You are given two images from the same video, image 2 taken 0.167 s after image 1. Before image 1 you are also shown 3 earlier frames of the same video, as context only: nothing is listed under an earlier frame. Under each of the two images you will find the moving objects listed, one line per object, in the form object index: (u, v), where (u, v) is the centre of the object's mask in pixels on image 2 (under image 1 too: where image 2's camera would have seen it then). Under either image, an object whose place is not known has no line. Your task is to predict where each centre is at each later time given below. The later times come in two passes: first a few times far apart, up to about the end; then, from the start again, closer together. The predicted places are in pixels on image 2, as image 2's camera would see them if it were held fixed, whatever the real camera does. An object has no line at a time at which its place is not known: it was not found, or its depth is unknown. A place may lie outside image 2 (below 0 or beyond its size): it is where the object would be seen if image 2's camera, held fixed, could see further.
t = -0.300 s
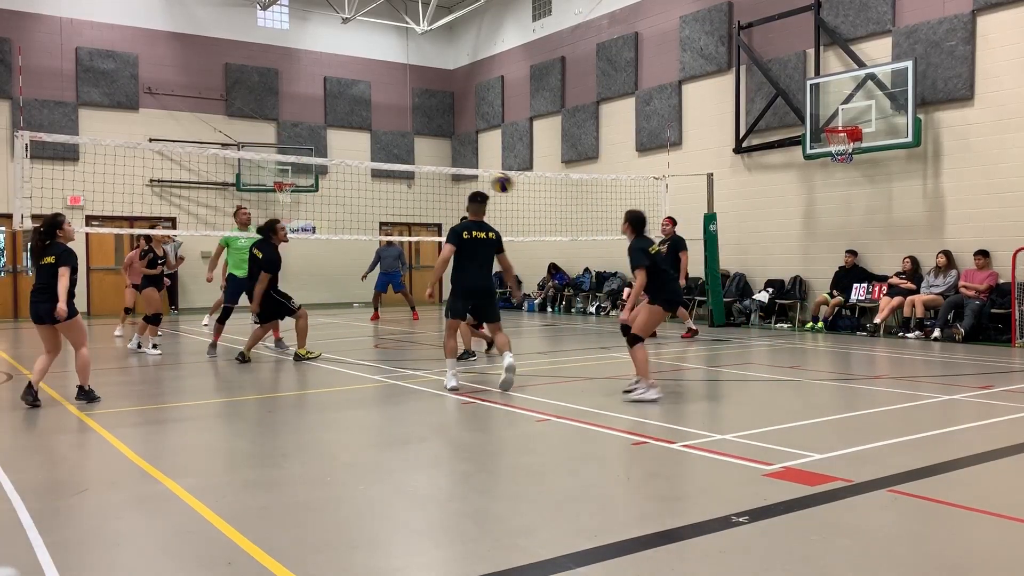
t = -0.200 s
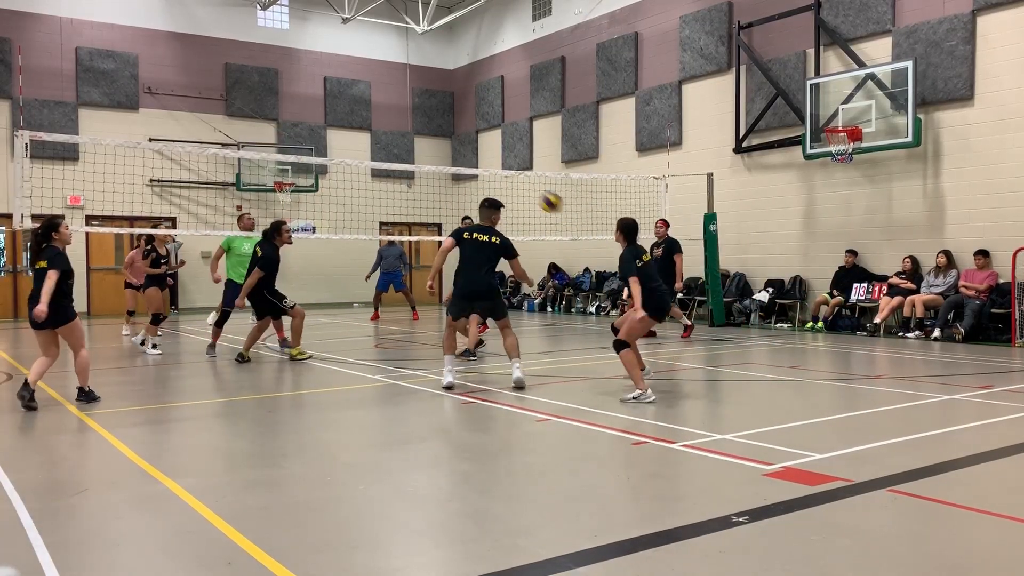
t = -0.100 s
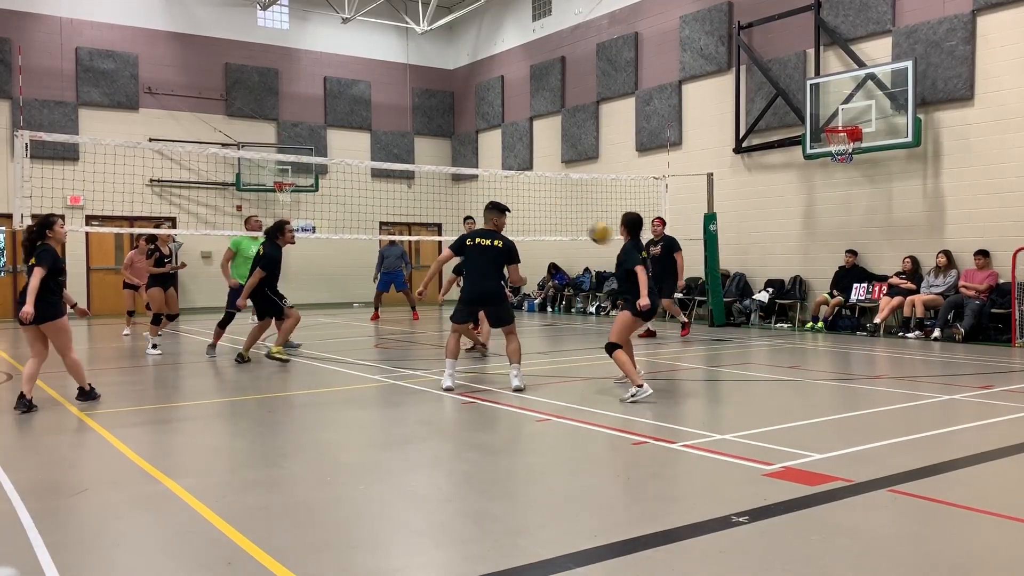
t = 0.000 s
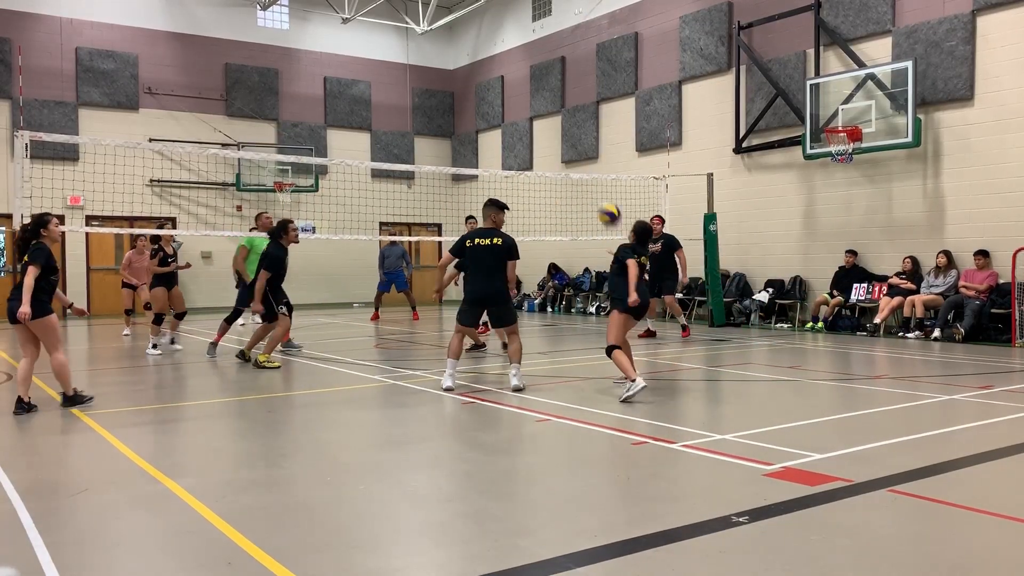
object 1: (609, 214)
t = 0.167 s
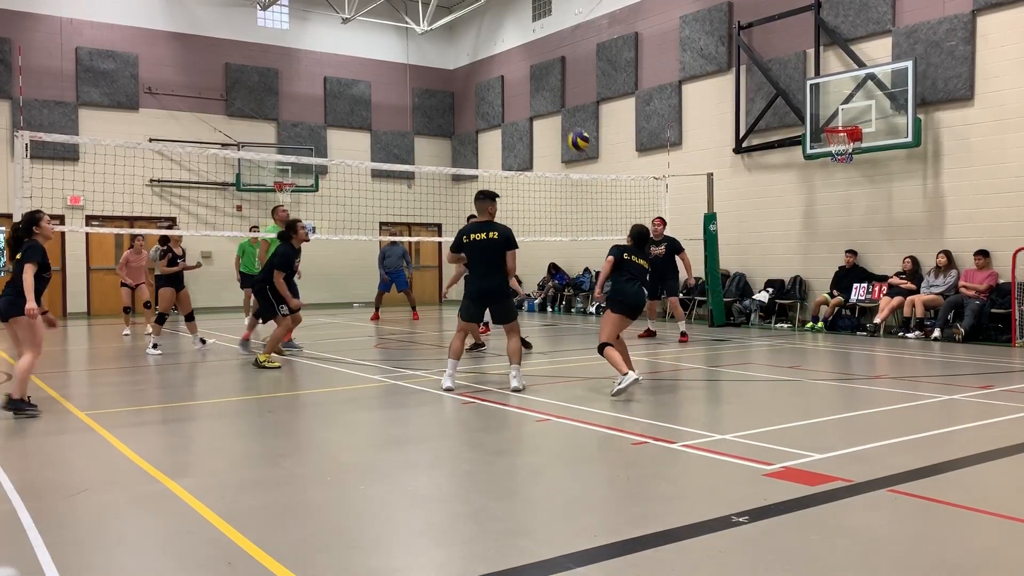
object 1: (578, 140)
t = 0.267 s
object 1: (560, 110)
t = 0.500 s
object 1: (522, 82)
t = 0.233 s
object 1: (566, 118)
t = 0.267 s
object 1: (560, 110)
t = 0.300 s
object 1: (555, 103)
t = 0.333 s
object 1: (549, 97)
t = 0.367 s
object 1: (543, 91)
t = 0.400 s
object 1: (538, 87)
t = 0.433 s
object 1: (532, 84)
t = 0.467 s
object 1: (526, 83)
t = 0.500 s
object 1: (522, 82)
